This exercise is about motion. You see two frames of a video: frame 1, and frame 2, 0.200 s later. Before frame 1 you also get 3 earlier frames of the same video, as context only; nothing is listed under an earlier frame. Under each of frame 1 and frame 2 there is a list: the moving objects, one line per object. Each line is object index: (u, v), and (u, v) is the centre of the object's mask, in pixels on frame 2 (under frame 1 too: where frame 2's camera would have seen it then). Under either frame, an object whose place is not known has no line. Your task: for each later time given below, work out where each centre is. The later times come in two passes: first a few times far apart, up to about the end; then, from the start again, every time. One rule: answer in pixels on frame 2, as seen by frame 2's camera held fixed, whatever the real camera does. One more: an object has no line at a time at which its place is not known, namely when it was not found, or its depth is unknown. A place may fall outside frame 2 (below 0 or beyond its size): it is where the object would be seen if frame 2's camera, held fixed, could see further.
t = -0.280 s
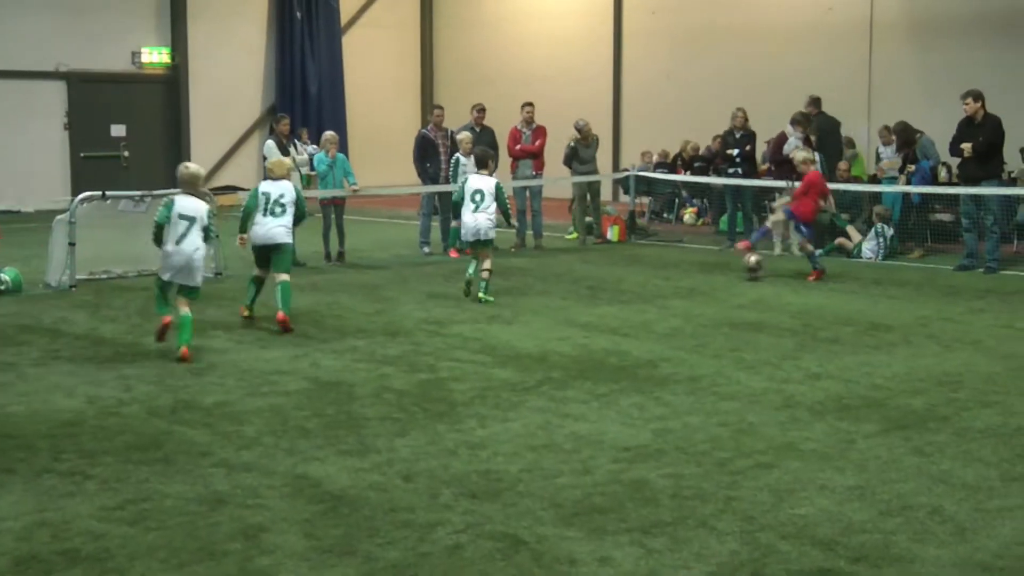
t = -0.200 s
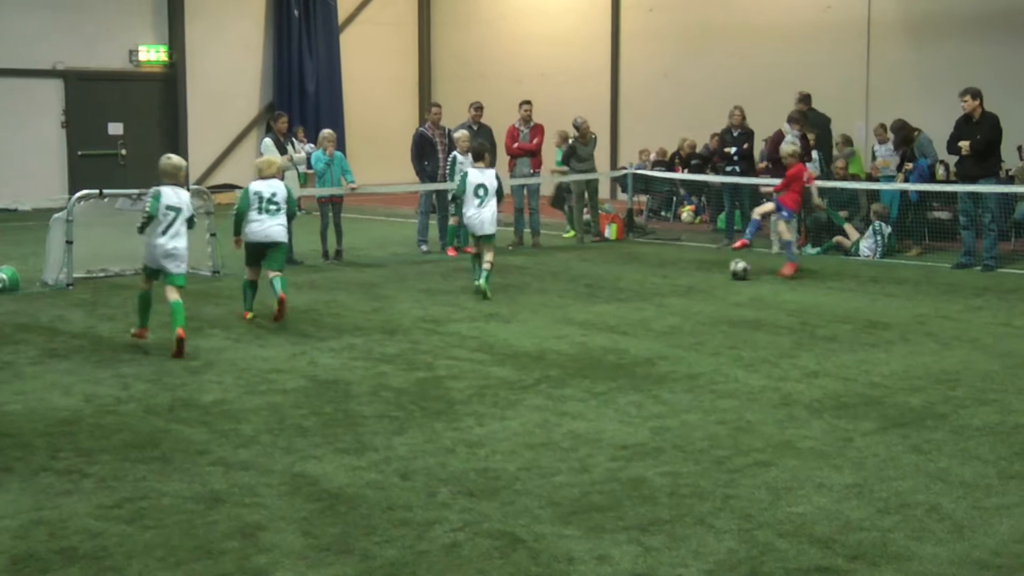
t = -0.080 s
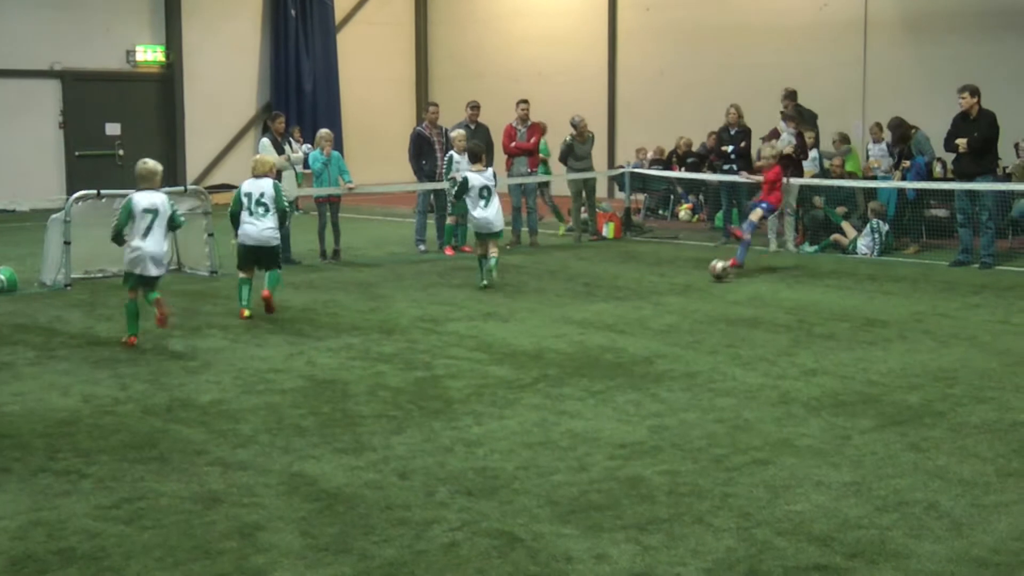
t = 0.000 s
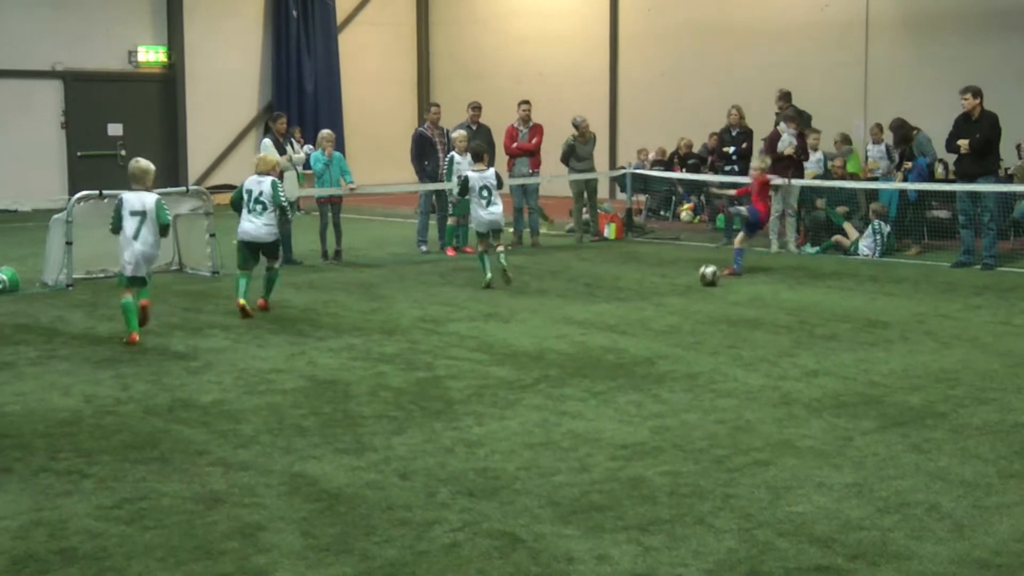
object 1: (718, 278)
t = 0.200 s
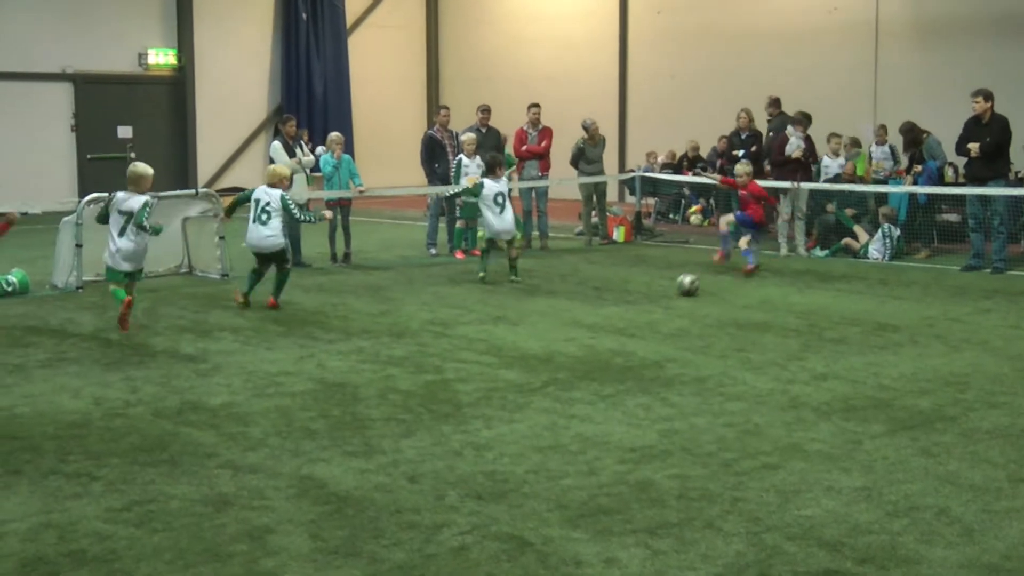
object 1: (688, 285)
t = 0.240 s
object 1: (681, 287)
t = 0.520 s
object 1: (634, 295)
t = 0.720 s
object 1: (602, 302)
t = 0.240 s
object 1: (681, 287)
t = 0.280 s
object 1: (674, 288)
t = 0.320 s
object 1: (668, 289)
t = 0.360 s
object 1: (662, 290)
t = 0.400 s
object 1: (656, 292)
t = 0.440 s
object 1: (649, 293)
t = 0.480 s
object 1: (642, 294)
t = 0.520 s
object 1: (634, 295)
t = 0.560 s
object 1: (629, 297)
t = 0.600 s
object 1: (622, 298)
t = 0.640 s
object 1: (615, 299)
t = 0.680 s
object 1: (609, 301)
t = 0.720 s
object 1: (602, 302)
